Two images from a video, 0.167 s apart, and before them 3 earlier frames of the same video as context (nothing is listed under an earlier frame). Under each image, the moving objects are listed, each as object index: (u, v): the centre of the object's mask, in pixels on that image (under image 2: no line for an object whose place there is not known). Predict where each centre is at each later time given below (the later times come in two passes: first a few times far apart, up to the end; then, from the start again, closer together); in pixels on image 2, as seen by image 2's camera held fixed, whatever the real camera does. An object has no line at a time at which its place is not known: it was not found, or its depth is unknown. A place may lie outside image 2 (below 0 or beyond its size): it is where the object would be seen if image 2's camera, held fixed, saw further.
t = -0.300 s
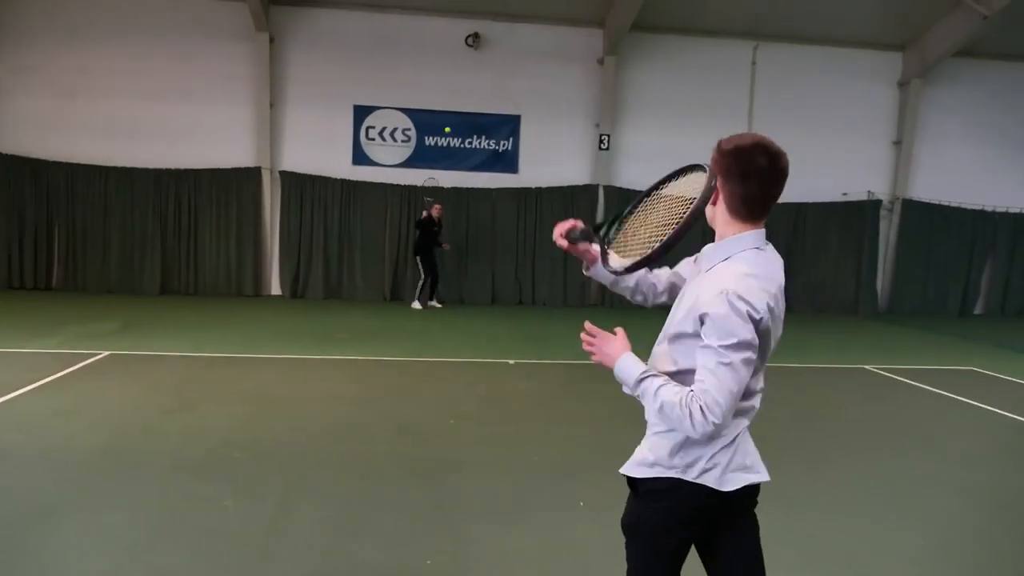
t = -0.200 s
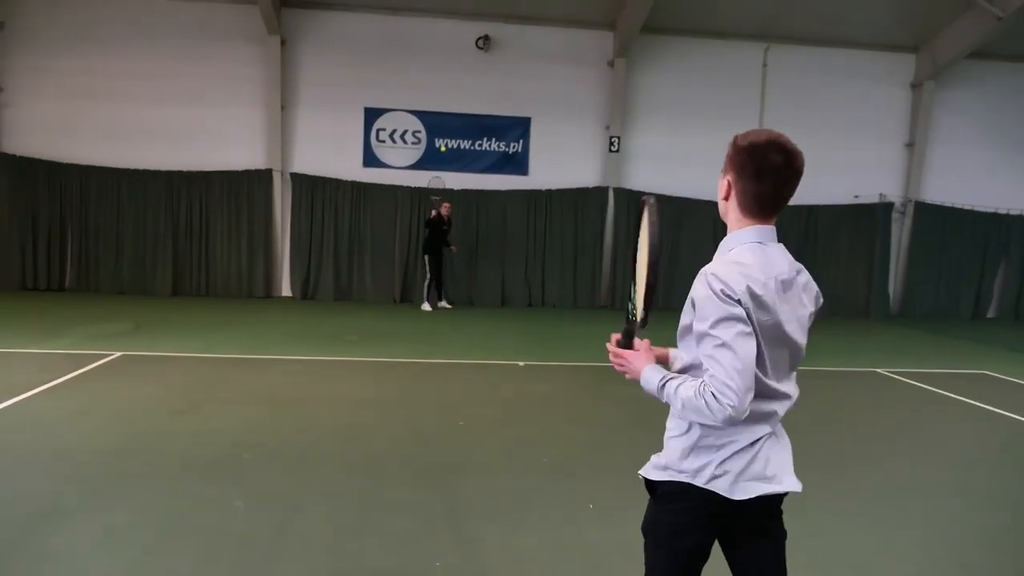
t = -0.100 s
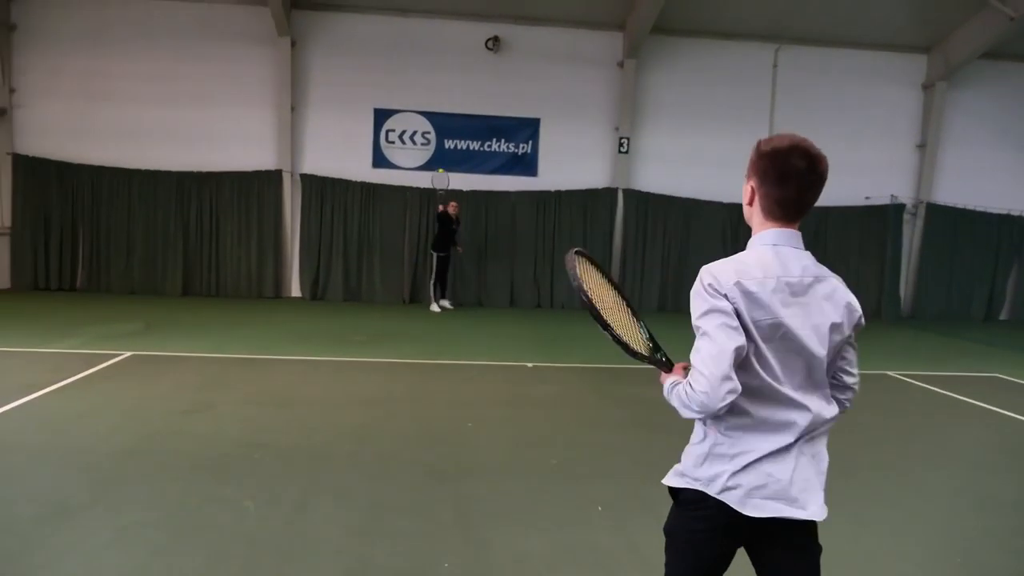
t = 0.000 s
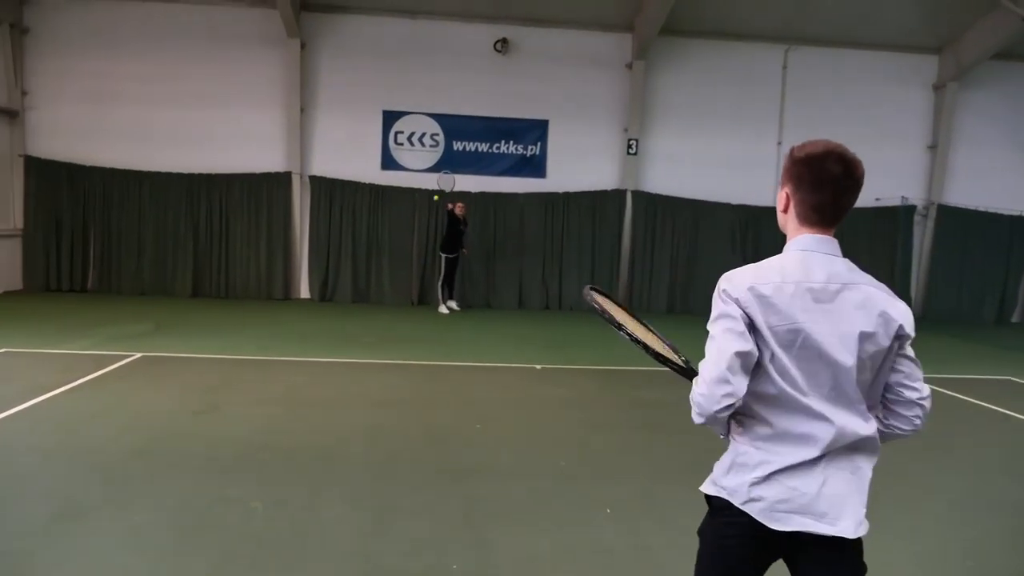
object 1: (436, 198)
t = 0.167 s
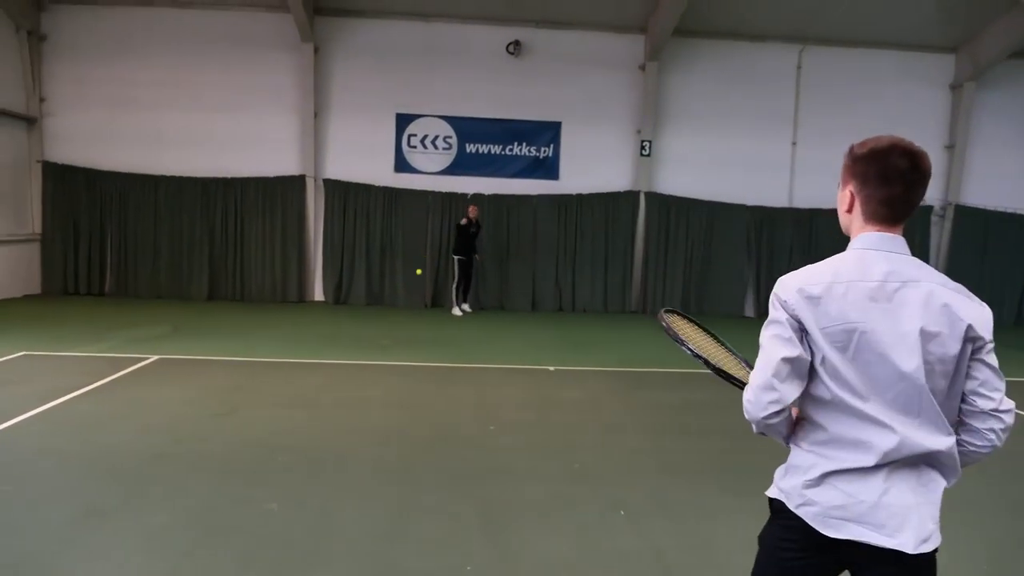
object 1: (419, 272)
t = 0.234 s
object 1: (407, 304)
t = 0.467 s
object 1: (378, 282)
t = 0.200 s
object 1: (411, 294)
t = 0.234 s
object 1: (407, 304)
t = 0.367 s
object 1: (387, 315)
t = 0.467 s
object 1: (378, 282)
